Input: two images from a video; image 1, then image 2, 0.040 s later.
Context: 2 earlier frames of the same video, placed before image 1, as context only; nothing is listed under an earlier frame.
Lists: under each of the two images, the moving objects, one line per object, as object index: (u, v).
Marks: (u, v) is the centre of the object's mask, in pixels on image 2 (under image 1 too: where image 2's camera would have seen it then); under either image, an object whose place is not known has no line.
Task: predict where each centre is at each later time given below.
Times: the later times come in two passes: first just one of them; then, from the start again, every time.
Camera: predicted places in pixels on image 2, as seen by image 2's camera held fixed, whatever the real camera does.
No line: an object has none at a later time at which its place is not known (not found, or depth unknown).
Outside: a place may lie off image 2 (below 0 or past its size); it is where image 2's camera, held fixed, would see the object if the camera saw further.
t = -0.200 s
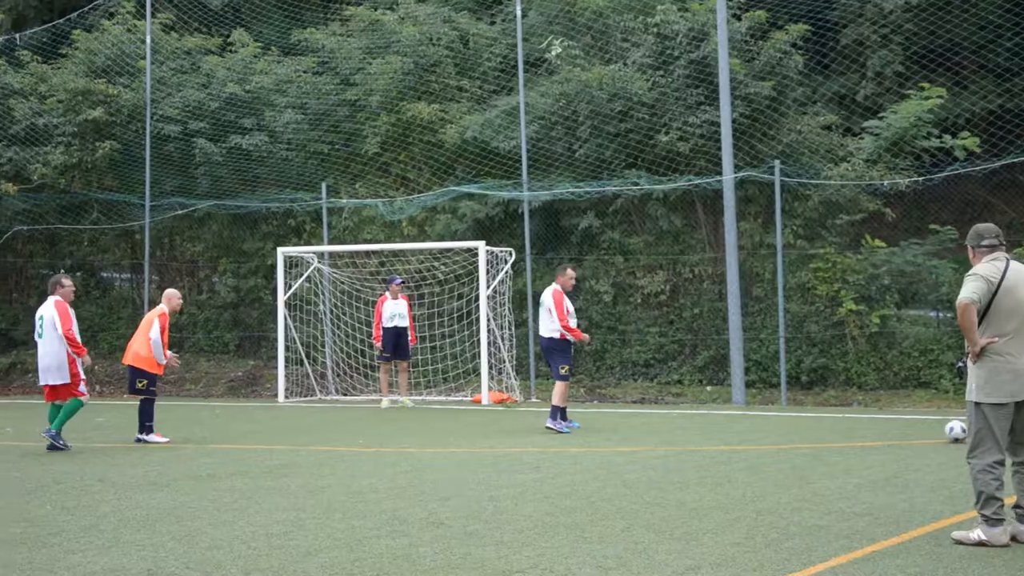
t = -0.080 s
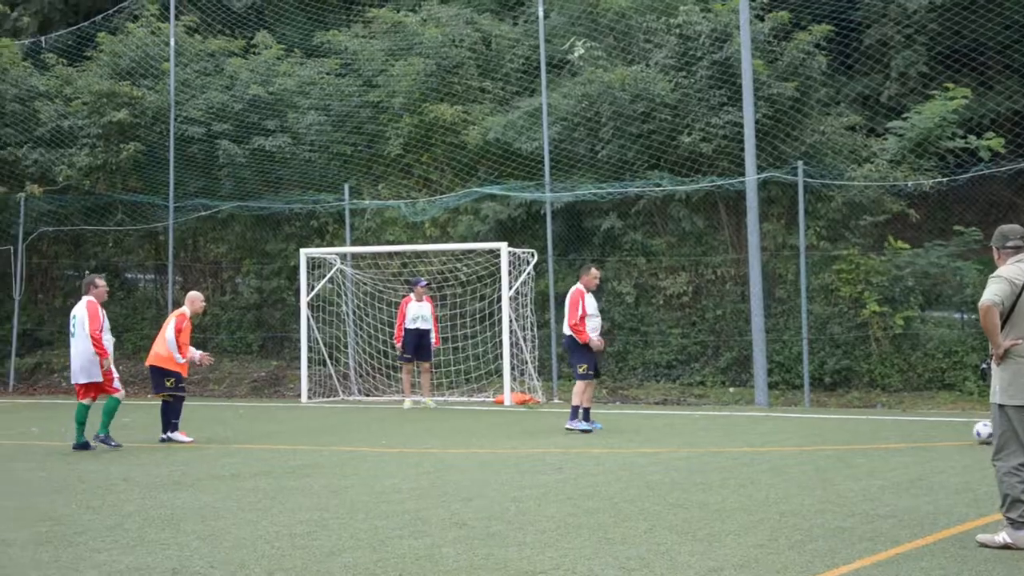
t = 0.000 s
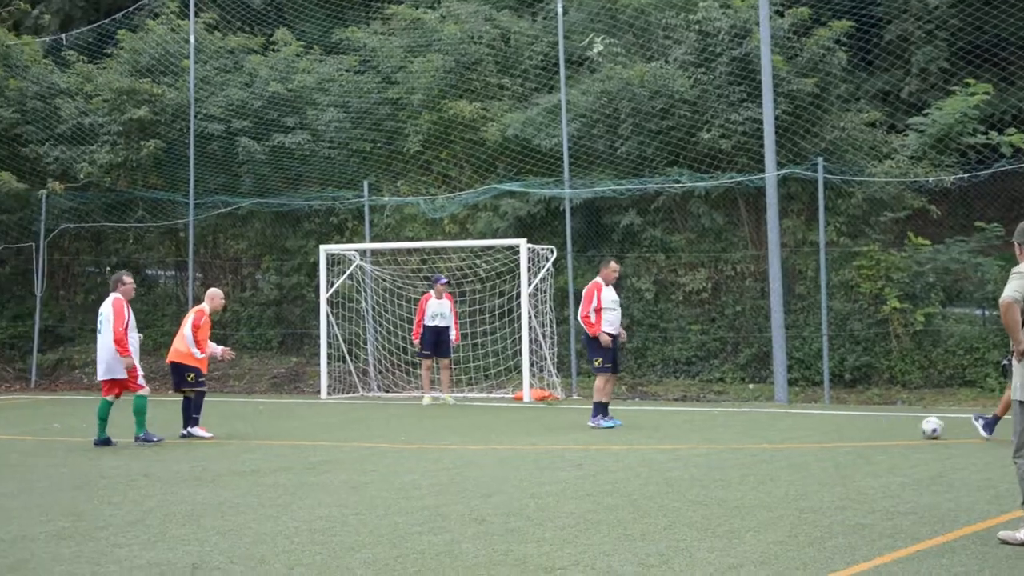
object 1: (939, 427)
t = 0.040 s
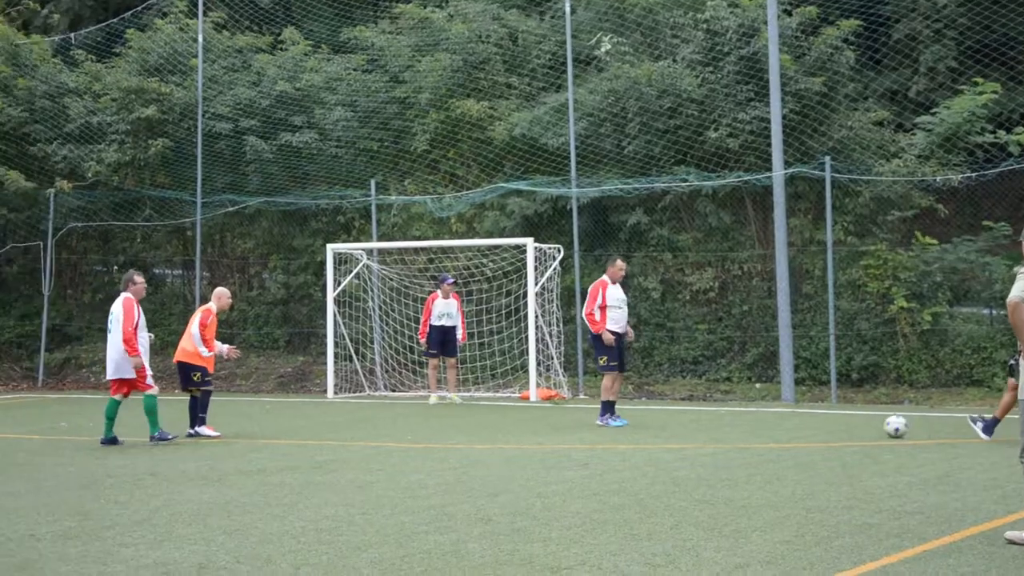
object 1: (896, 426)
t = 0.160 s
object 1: (776, 426)
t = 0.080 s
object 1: (854, 426)
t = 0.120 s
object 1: (814, 426)
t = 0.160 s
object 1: (776, 426)
